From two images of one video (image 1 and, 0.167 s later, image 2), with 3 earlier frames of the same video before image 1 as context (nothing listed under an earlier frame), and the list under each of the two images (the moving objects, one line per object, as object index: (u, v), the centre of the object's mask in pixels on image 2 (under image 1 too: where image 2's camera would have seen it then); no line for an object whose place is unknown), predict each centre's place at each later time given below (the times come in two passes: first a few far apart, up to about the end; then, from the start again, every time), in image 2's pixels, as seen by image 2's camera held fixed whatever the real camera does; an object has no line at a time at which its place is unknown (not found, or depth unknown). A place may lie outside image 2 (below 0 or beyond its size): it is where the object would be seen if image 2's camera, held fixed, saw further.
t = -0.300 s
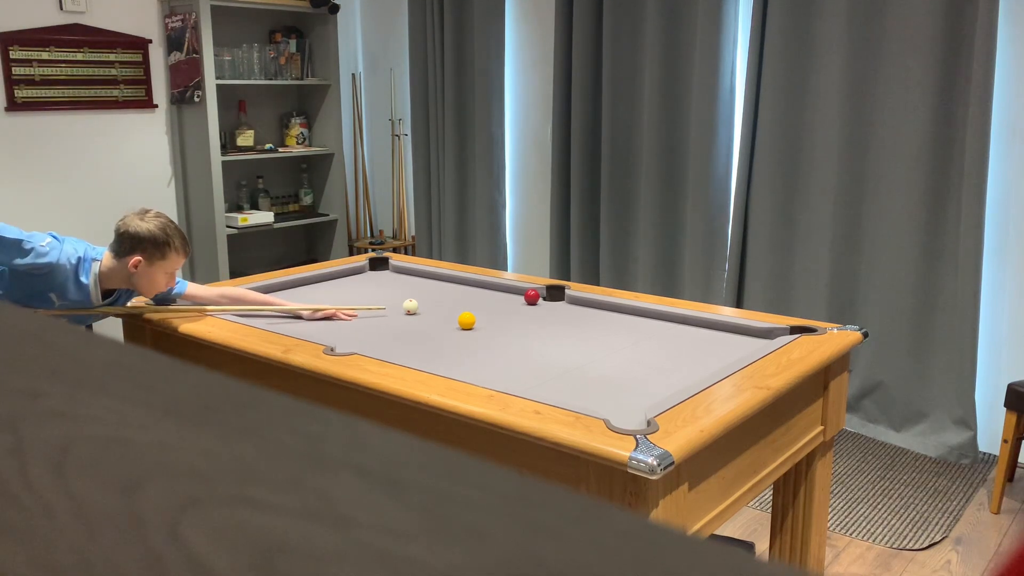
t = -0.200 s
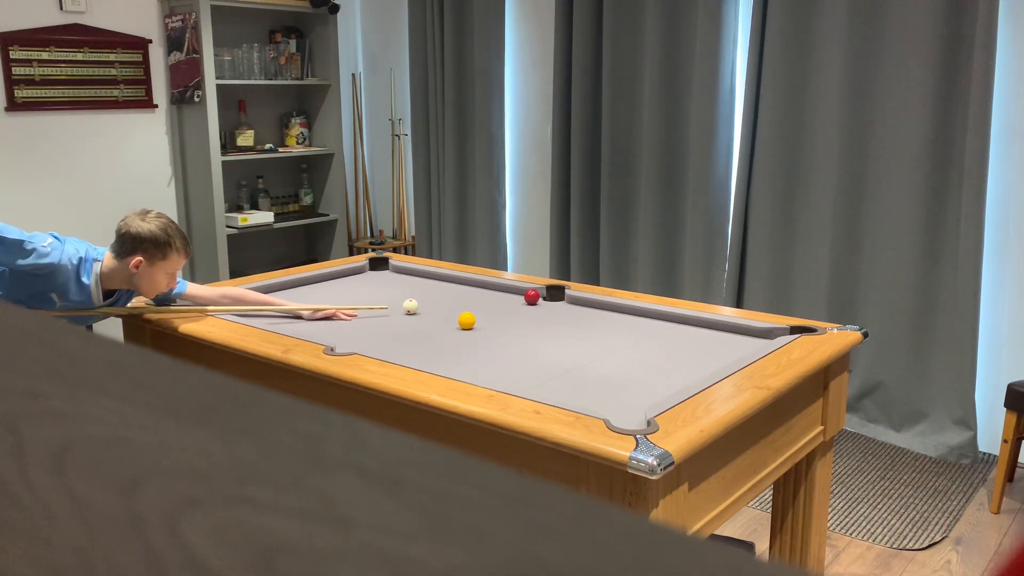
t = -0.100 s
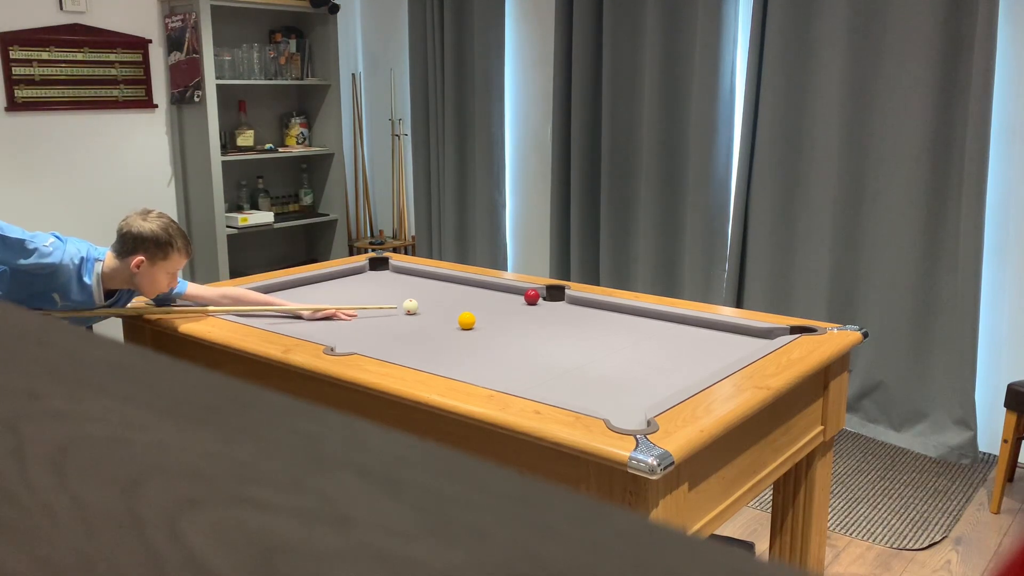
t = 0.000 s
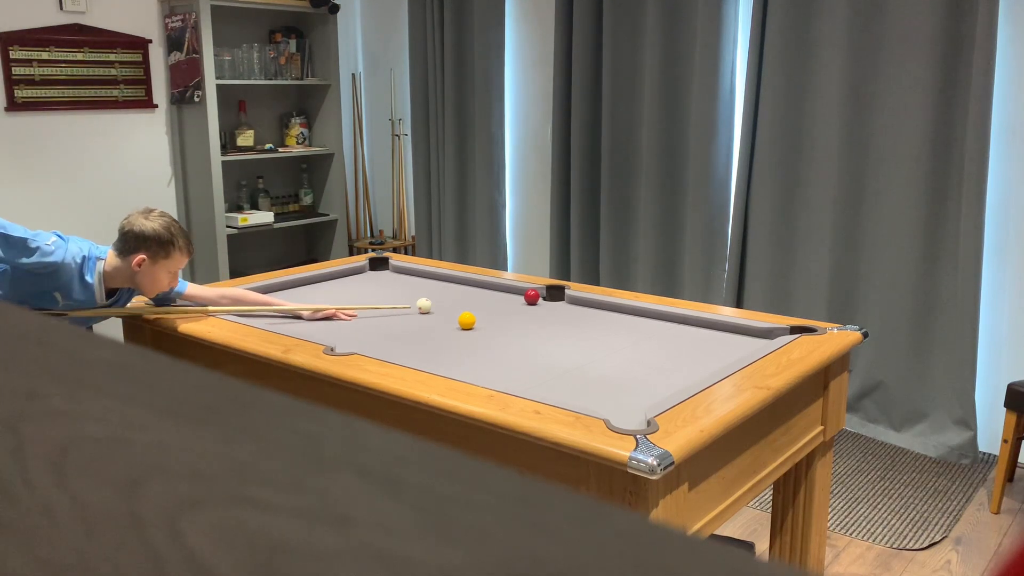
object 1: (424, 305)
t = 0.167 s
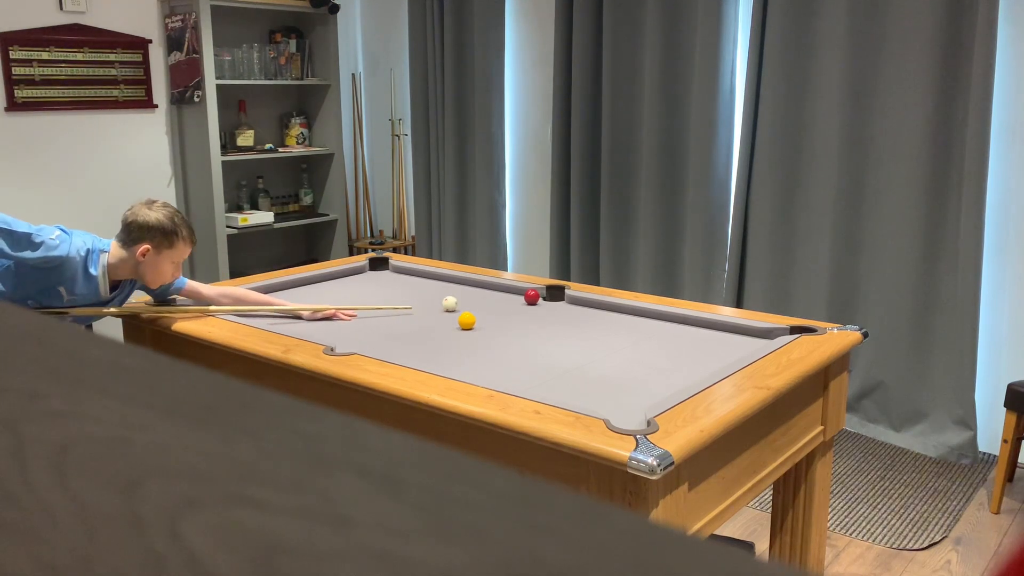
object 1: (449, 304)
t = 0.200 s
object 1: (455, 303)
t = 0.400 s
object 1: (483, 301)
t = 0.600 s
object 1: (509, 300)
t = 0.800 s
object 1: (519, 299)
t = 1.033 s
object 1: (523, 299)
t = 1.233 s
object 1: (524, 299)
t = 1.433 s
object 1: (524, 299)
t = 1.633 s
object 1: (524, 299)
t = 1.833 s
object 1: (524, 299)
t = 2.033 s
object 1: (523, 299)
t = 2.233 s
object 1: (524, 299)
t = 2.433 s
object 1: (523, 299)
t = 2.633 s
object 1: (523, 299)
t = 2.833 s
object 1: (524, 299)
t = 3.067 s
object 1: (524, 299)
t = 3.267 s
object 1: (524, 299)
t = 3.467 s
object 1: (524, 299)
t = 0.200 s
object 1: (455, 303)
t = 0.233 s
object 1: (459, 303)
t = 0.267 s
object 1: (464, 303)
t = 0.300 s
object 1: (469, 302)
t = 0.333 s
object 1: (474, 302)
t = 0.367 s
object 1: (478, 302)
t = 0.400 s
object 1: (483, 301)
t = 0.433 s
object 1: (487, 301)
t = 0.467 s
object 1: (492, 301)
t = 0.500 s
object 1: (496, 300)
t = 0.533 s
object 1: (500, 300)
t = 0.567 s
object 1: (505, 300)
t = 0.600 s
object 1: (509, 300)
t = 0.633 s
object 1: (513, 299)
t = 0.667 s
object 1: (517, 299)
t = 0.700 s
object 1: (517, 299)
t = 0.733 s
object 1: (518, 299)
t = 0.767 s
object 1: (519, 299)
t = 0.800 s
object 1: (519, 299)
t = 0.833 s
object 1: (520, 299)
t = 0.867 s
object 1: (520, 299)
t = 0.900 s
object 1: (521, 299)
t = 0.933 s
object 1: (521, 299)
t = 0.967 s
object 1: (522, 299)
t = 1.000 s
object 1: (522, 299)
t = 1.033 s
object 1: (523, 299)
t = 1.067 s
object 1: (523, 299)
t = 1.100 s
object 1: (523, 299)
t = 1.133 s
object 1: (523, 299)
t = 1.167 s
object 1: (524, 299)
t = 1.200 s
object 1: (524, 299)
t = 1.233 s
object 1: (524, 299)
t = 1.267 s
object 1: (524, 299)
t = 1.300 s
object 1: (524, 299)
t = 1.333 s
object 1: (524, 299)
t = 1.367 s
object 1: (524, 299)
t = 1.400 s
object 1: (524, 299)
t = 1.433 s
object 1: (524, 299)
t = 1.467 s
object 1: (524, 299)
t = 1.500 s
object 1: (524, 299)
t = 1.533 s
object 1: (524, 299)
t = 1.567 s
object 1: (524, 299)
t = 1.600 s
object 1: (524, 299)
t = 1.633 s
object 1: (524, 299)
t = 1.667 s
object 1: (524, 299)
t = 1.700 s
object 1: (524, 299)
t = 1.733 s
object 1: (524, 299)
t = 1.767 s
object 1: (524, 299)
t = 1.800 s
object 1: (524, 299)
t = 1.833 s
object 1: (524, 299)
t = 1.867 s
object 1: (524, 299)
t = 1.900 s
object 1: (524, 299)
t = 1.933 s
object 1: (524, 299)
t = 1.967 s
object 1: (524, 299)
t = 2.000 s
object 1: (524, 299)
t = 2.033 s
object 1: (523, 299)
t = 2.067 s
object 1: (523, 299)
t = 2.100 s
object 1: (523, 299)
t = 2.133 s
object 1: (524, 299)
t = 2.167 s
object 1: (523, 299)
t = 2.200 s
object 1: (523, 299)
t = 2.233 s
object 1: (524, 299)
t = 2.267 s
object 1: (524, 299)
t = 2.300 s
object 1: (524, 299)
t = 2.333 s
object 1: (524, 299)
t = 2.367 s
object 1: (523, 299)
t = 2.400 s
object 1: (523, 299)
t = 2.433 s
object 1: (523, 299)
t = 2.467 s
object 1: (524, 299)
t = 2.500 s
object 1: (523, 299)
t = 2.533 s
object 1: (524, 299)
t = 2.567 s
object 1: (523, 299)
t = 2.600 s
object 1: (524, 299)
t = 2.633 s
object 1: (523, 299)
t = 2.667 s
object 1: (524, 299)
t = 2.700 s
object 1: (524, 299)
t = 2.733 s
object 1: (524, 299)
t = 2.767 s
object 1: (524, 299)
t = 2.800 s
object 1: (524, 299)
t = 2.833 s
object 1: (524, 299)
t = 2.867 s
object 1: (524, 299)
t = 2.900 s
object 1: (524, 299)
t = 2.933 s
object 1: (524, 299)
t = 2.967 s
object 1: (524, 299)
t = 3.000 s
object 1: (524, 299)
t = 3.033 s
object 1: (524, 299)
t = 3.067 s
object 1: (524, 299)
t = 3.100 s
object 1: (524, 299)
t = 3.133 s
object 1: (523, 299)
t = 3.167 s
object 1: (524, 299)
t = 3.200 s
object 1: (523, 299)
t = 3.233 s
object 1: (524, 299)
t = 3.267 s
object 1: (524, 299)
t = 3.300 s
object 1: (524, 299)
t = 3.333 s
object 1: (524, 299)
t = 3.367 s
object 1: (524, 299)
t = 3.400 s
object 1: (524, 299)
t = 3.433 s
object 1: (524, 299)
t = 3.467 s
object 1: (524, 299)
